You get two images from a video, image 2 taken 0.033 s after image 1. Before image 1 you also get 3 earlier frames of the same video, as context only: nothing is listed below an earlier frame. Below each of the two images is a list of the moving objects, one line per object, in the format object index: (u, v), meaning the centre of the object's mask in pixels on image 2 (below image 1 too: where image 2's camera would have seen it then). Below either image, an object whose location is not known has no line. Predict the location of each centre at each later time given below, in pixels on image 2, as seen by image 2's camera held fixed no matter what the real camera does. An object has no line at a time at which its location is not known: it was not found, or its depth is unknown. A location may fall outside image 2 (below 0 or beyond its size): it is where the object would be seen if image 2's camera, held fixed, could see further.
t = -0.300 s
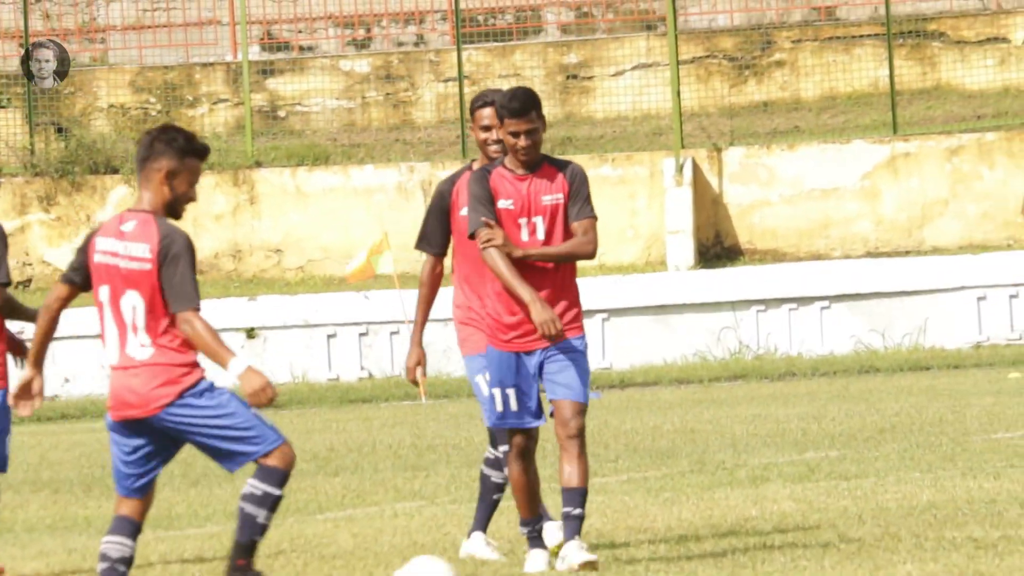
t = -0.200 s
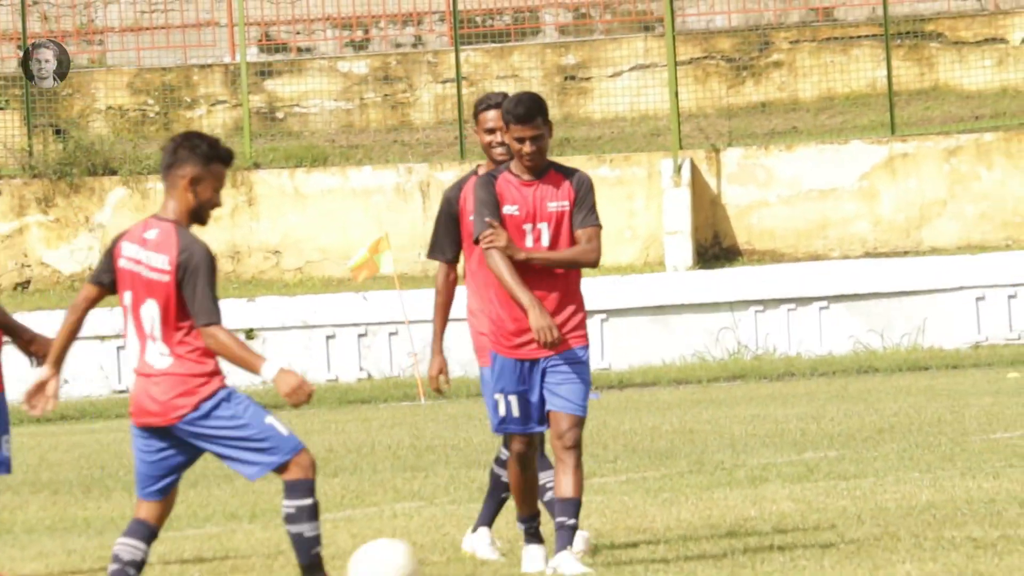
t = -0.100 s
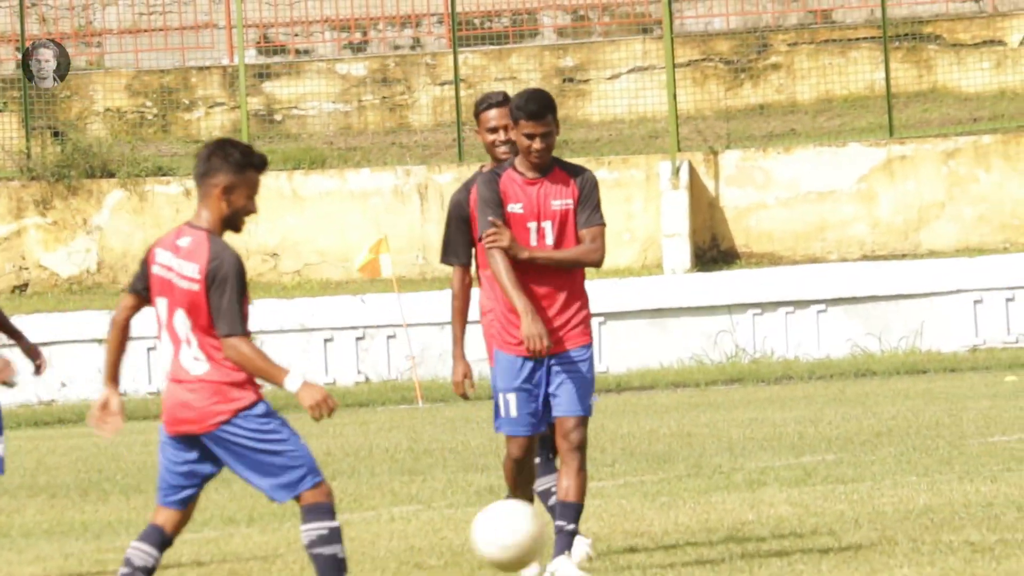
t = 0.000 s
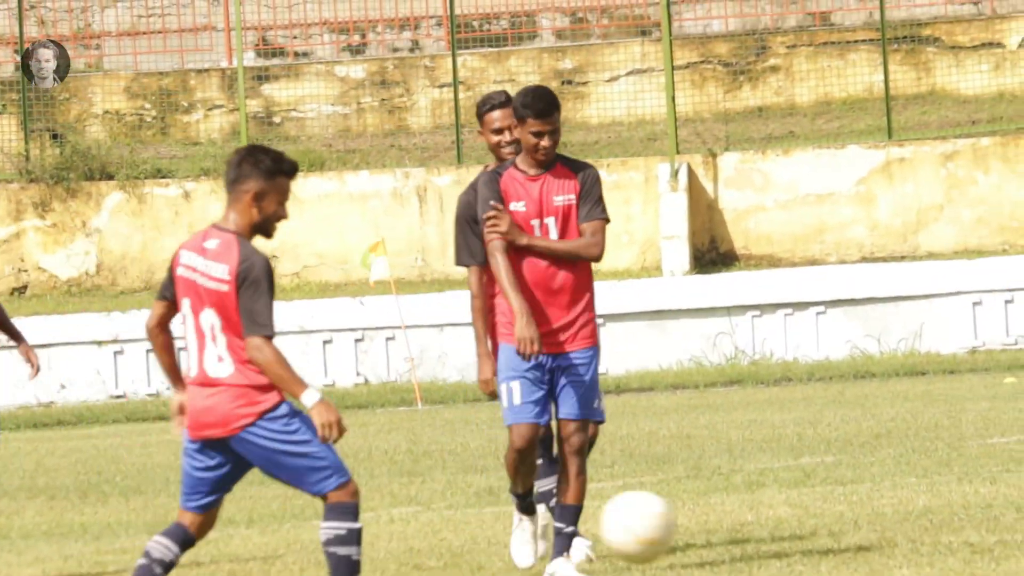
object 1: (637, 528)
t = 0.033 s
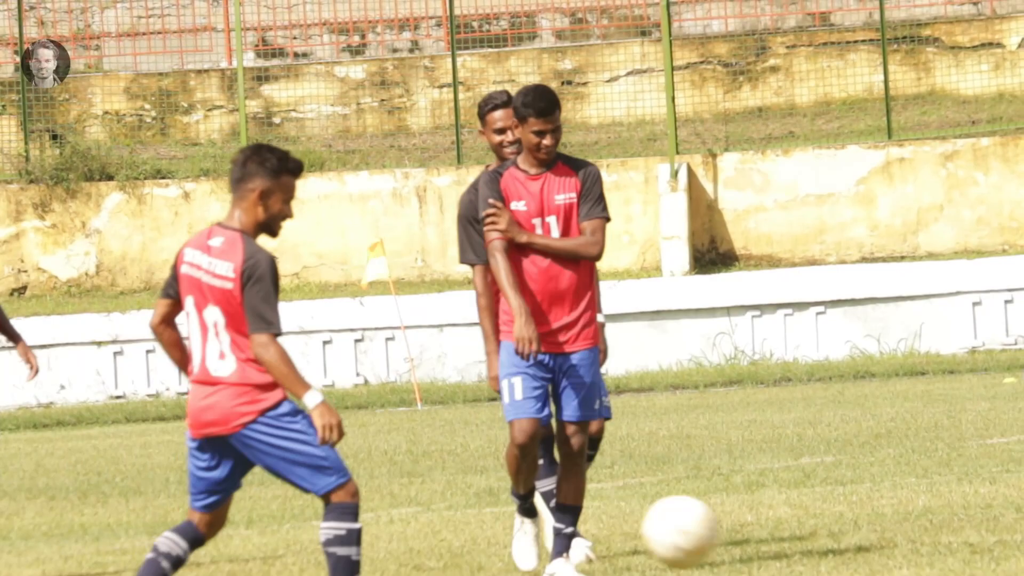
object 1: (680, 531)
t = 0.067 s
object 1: (724, 537)
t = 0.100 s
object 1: (770, 544)
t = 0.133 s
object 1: (814, 555)
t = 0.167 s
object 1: (849, 554)
